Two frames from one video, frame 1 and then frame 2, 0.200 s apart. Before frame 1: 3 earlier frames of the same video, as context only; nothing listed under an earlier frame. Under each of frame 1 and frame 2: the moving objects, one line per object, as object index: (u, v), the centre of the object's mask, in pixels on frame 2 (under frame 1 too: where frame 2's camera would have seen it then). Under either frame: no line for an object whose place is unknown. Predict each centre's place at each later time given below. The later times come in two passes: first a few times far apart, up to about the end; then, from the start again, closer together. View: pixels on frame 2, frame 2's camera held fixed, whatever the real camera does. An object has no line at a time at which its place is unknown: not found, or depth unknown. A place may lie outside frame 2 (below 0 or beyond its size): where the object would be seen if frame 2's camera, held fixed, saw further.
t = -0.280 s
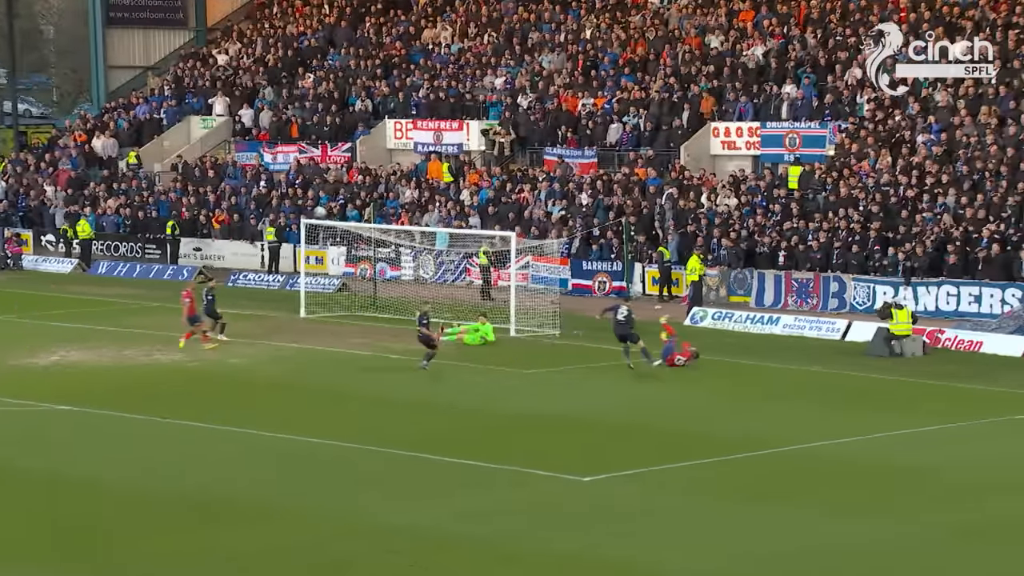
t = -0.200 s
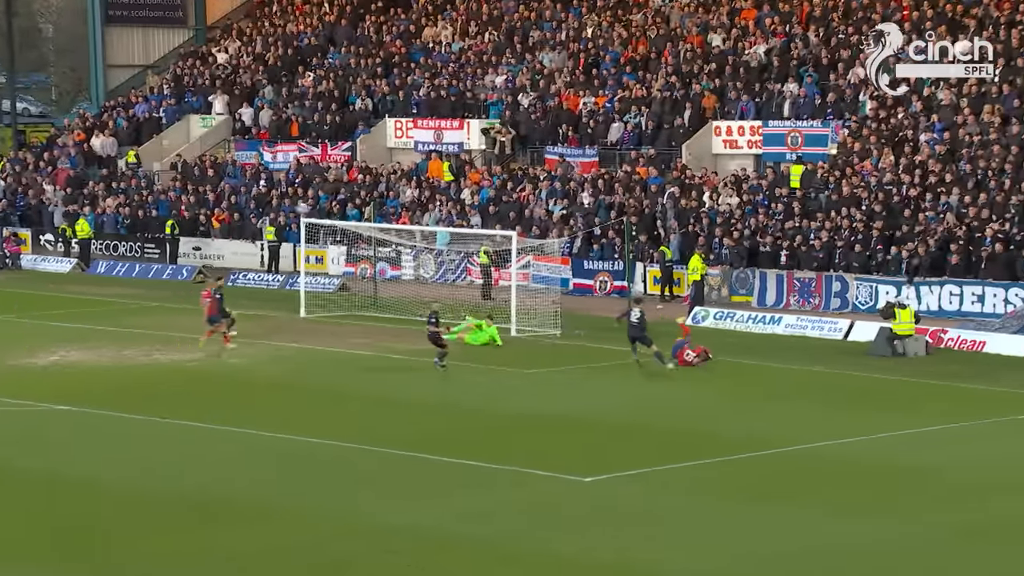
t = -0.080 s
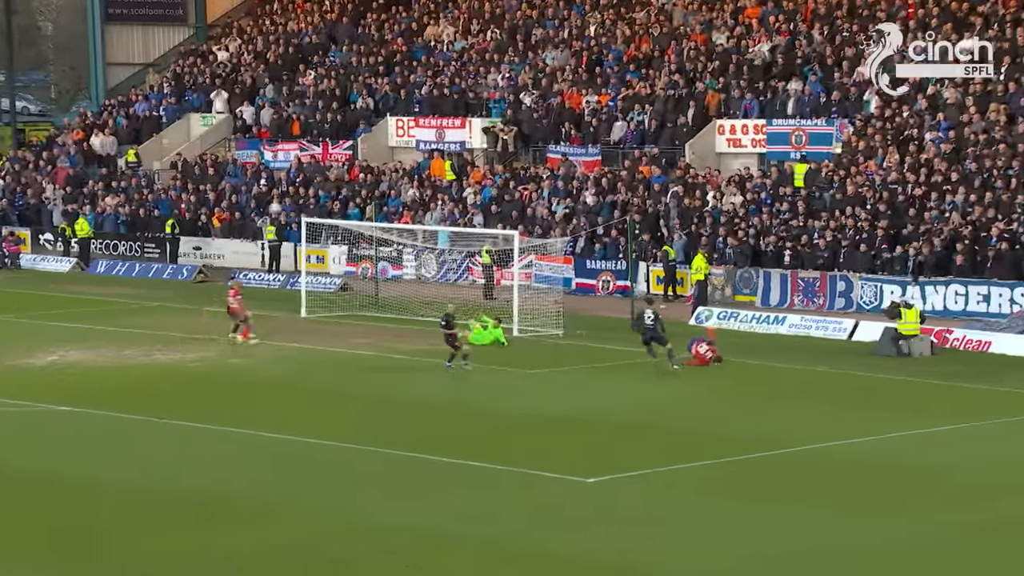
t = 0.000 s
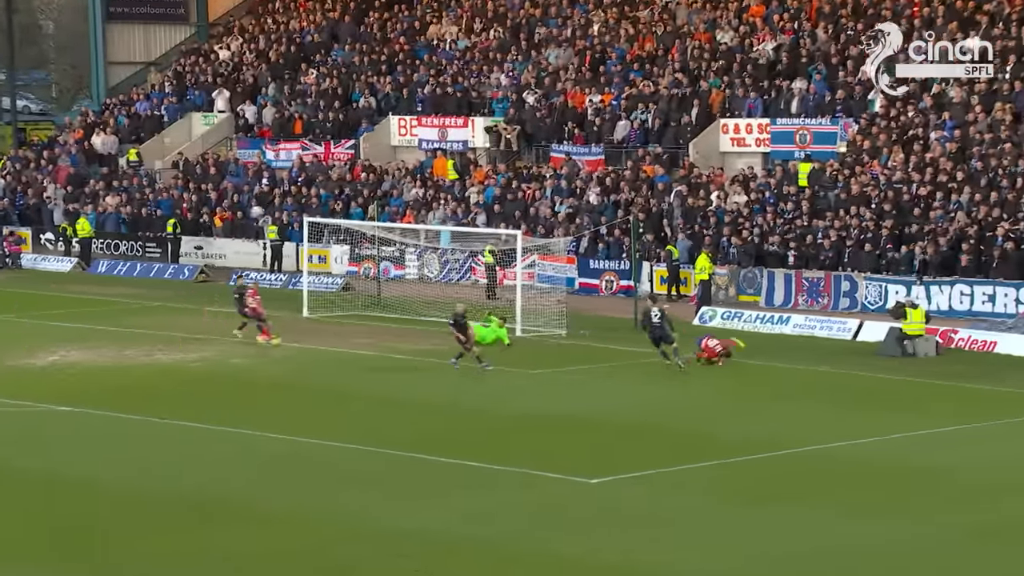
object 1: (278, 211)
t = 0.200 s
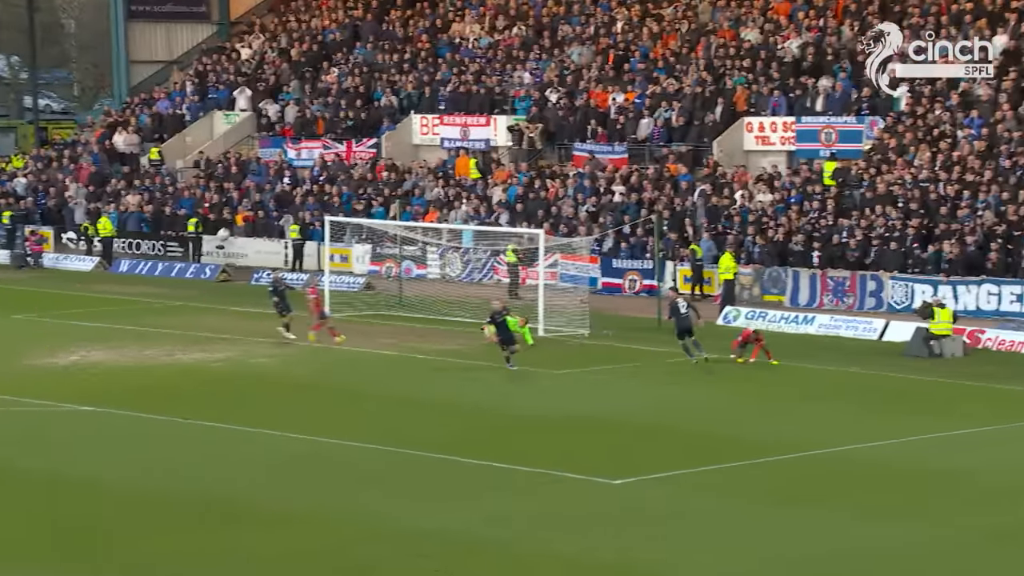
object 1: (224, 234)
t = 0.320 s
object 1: (187, 258)
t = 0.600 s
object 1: (91, 346)
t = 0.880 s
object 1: (-20, 488)
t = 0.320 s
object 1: (187, 258)
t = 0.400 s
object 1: (161, 279)
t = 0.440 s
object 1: (148, 290)
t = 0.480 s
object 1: (134, 302)
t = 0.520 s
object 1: (120, 316)
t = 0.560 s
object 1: (106, 330)
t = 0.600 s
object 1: (91, 346)
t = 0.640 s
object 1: (75, 363)
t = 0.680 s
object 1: (61, 381)
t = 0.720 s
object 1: (46, 400)
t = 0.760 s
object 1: (30, 419)
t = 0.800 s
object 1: (13, 441)
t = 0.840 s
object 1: (-4, 463)
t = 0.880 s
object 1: (-20, 488)
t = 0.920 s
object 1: (-32, 484)
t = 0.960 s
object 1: (-44, 475)
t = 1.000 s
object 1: (-55, 465)
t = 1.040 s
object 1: (-67, 457)
